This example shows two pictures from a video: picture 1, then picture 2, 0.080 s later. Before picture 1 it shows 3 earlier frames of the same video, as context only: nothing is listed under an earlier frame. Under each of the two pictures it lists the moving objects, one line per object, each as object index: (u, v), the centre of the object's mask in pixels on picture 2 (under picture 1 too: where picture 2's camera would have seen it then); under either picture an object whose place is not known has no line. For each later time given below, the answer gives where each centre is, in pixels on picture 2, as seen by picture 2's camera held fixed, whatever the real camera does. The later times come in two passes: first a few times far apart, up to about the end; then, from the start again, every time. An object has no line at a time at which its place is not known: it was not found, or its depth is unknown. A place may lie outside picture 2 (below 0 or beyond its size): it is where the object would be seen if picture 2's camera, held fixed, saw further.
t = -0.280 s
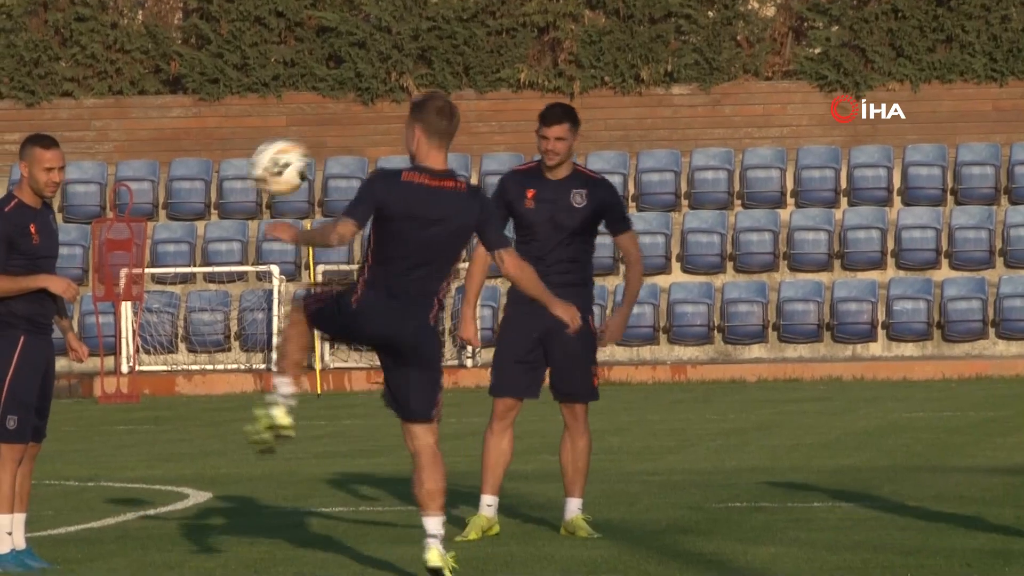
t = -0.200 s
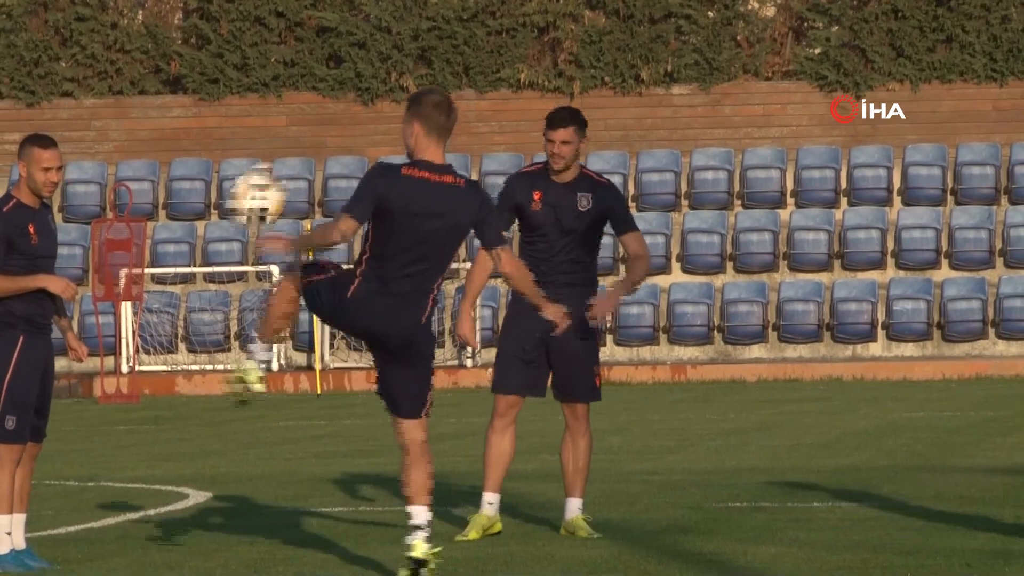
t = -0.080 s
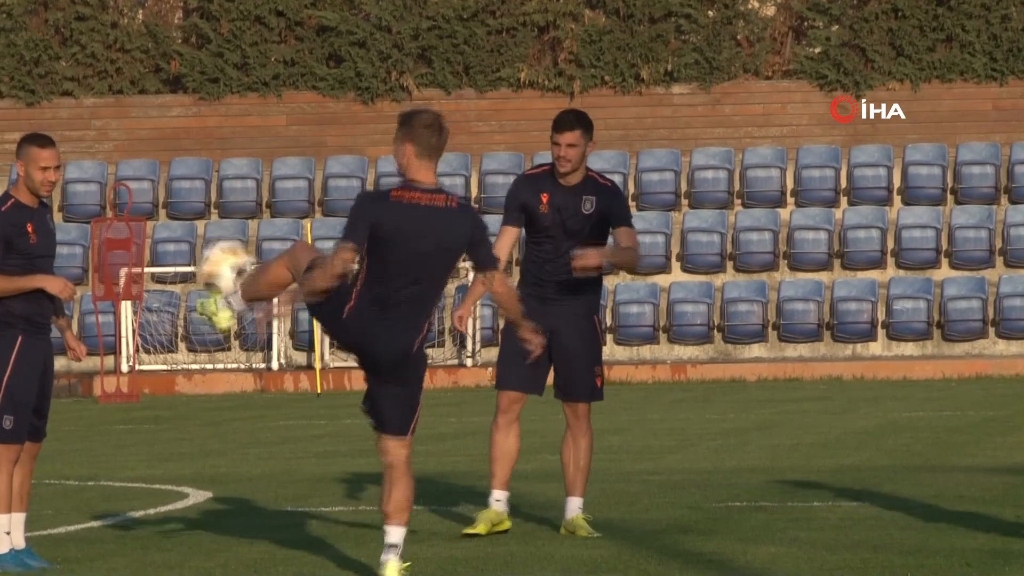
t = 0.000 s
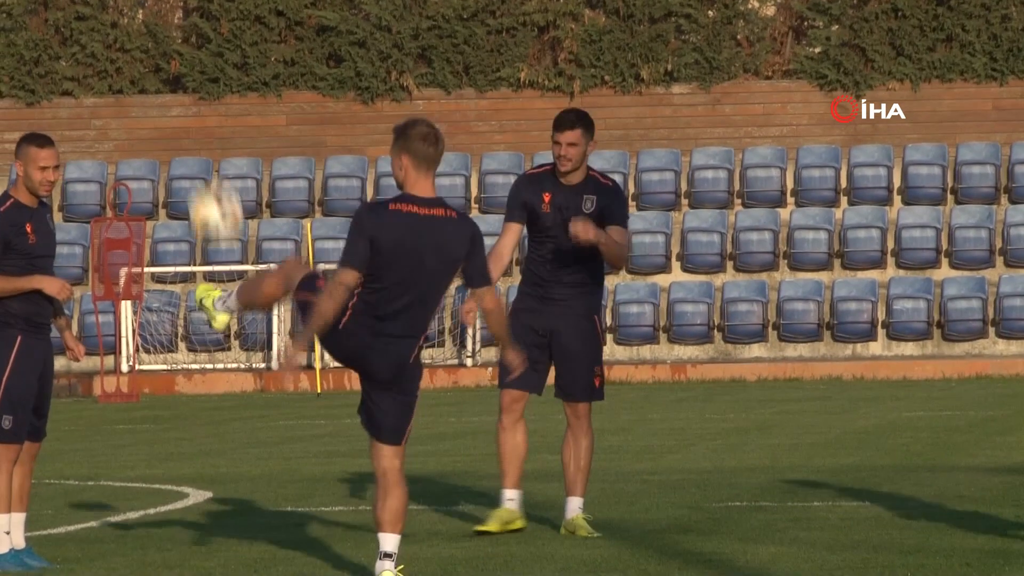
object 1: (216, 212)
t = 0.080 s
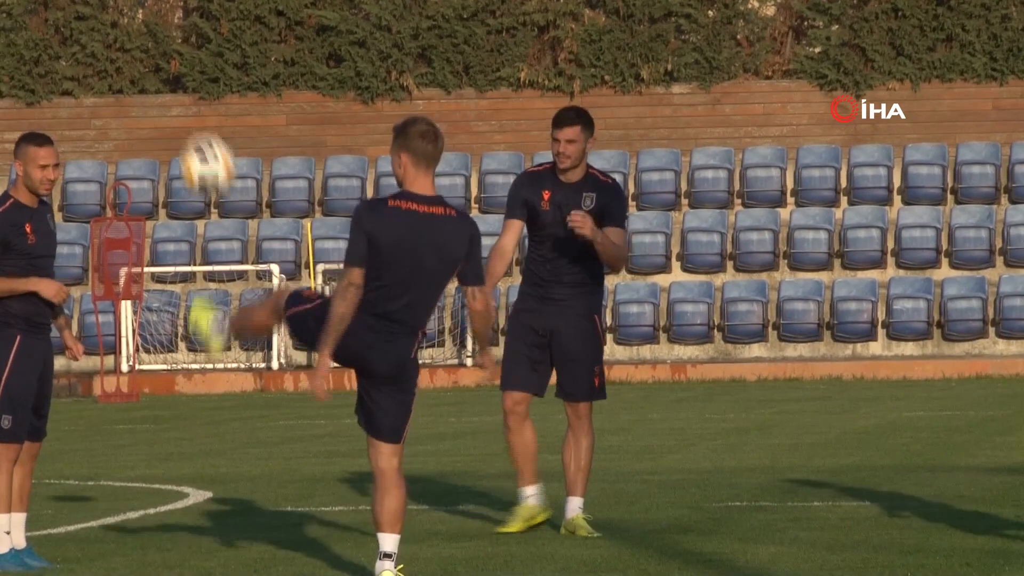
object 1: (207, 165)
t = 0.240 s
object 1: (193, 118)
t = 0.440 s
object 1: (179, 147)
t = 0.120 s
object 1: (204, 146)
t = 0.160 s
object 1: (200, 133)
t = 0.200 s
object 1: (196, 123)
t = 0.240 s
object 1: (193, 118)
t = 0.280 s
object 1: (190, 116)
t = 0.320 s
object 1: (187, 118)
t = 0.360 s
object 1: (184, 124)
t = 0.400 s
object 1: (182, 134)
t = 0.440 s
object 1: (179, 147)
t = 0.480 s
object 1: (176, 165)
